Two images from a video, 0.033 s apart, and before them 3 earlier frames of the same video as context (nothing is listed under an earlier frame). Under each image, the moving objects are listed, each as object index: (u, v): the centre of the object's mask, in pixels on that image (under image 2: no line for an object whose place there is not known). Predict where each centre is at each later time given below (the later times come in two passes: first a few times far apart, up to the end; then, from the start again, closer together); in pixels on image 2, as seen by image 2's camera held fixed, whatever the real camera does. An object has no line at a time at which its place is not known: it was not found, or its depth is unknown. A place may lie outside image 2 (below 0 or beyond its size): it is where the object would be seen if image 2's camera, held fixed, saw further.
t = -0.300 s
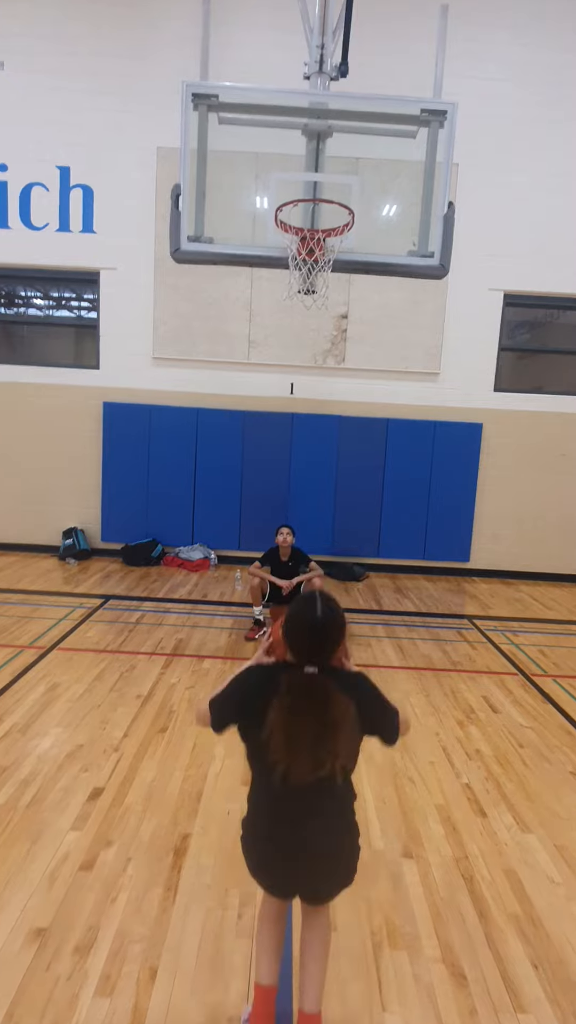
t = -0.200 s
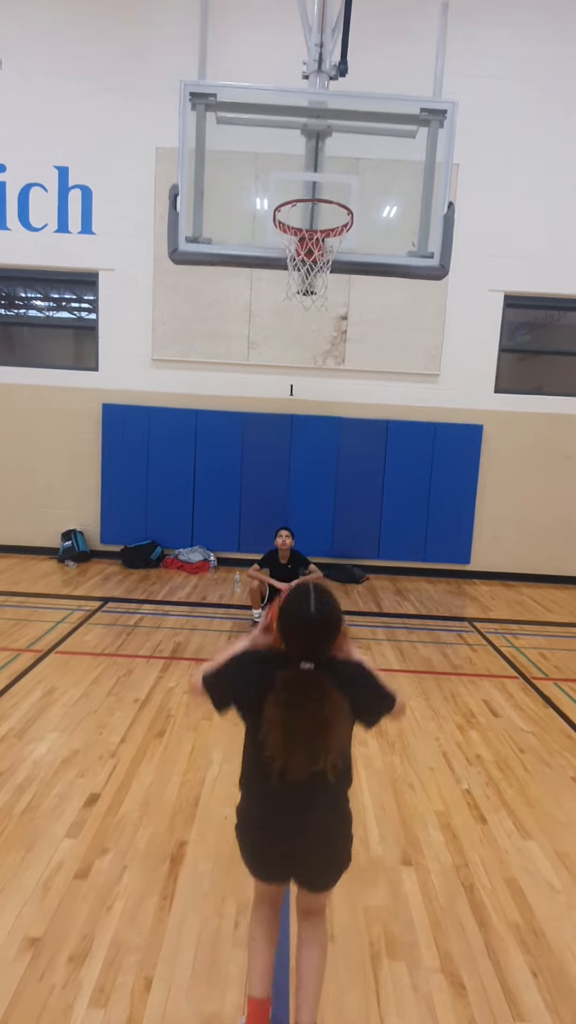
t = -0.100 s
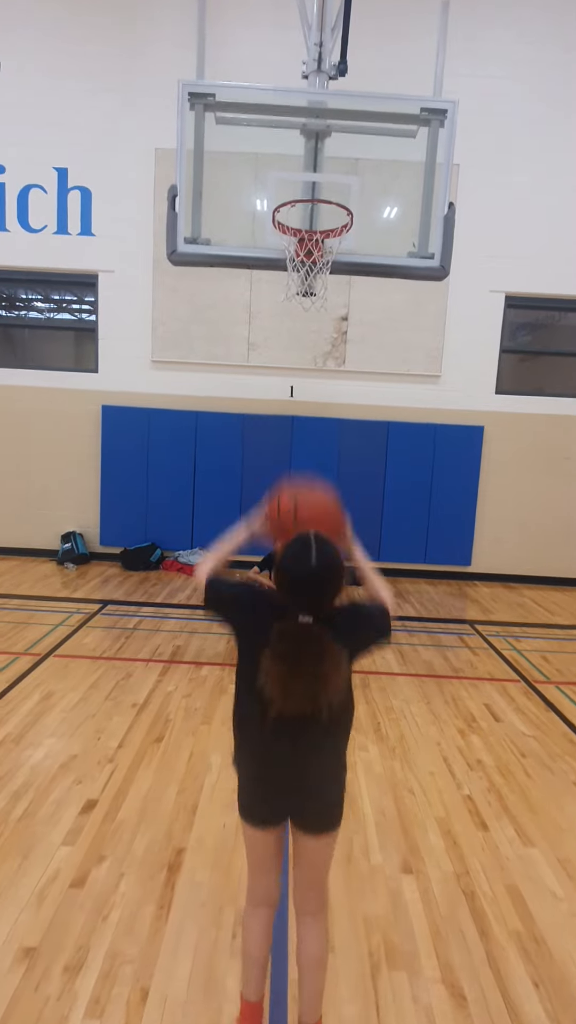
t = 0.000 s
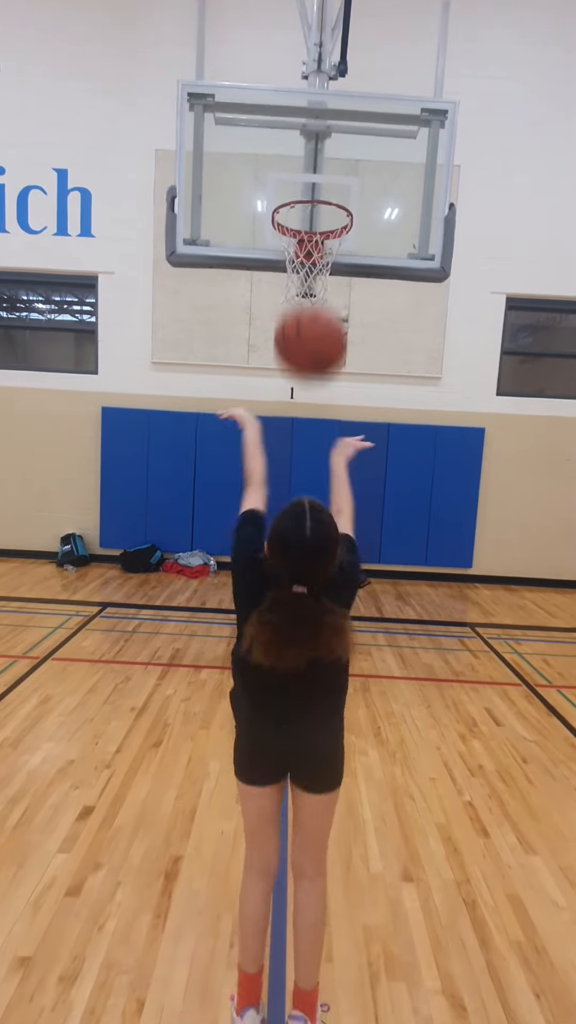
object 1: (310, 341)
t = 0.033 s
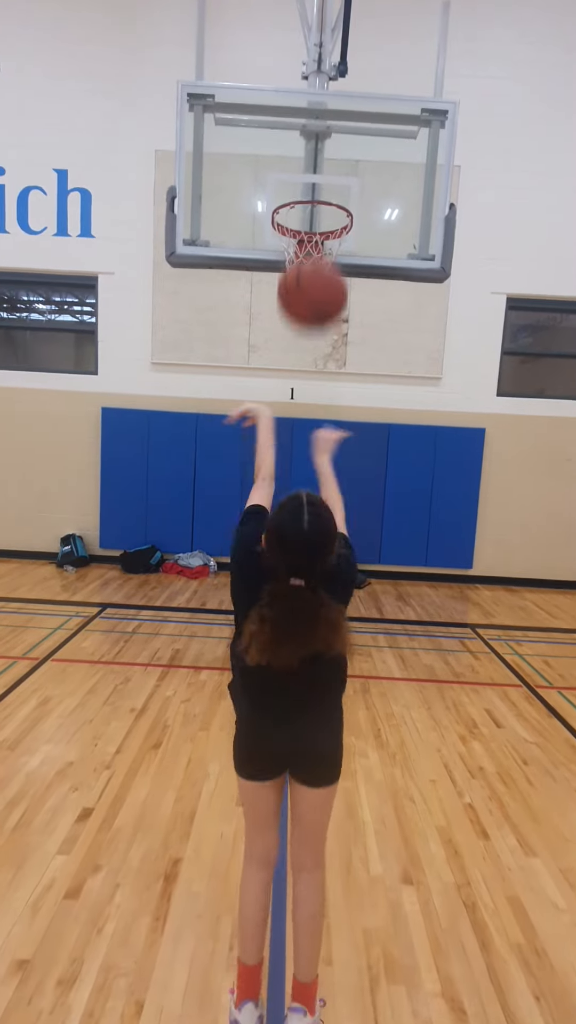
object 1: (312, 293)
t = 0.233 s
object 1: (321, 120)
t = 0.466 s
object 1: (322, 100)
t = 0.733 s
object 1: (315, 197)
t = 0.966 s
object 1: (314, 146)
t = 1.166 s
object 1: (311, 145)
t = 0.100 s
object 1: (316, 213)
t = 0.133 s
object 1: (318, 183)
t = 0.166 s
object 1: (319, 158)
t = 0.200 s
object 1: (320, 138)
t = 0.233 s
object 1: (321, 120)
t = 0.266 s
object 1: (321, 108)
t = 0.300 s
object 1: (322, 99)
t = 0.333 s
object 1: (322, 94)
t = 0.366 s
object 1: (322, 92)
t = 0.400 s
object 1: (322, 92)
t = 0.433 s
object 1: (322, 95)
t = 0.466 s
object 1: (322, 100)
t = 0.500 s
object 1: (321, 106)
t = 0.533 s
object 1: (320, 116)
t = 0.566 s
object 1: (319, 126)
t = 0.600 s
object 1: (318, 138)
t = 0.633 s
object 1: (318, 151)
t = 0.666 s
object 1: (317, 165)
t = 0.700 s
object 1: (316, 180)
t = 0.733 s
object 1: (315, 197)
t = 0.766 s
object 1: (314, 214)
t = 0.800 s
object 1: (315, 198)
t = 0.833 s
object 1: (315, 184)
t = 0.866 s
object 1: (315, 172)
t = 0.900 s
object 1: (315, 162)
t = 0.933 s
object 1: (315, 153)
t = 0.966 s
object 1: (314, 146)
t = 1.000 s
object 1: (314, 142)
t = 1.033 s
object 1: (313, 139)
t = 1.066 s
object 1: (312, 138)
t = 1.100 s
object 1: (312, 138)
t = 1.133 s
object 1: (311, 141)
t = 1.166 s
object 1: (311, 145)
